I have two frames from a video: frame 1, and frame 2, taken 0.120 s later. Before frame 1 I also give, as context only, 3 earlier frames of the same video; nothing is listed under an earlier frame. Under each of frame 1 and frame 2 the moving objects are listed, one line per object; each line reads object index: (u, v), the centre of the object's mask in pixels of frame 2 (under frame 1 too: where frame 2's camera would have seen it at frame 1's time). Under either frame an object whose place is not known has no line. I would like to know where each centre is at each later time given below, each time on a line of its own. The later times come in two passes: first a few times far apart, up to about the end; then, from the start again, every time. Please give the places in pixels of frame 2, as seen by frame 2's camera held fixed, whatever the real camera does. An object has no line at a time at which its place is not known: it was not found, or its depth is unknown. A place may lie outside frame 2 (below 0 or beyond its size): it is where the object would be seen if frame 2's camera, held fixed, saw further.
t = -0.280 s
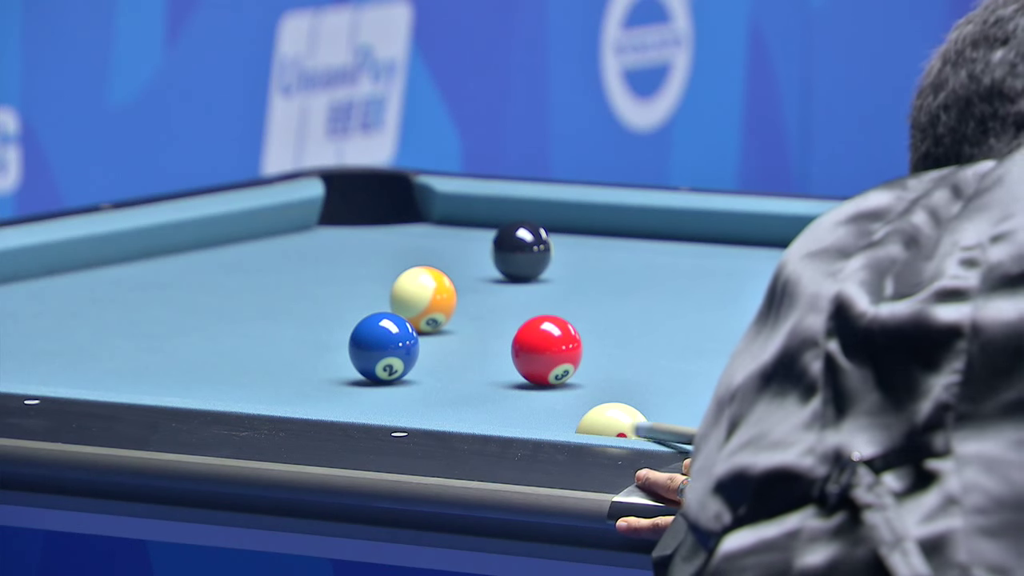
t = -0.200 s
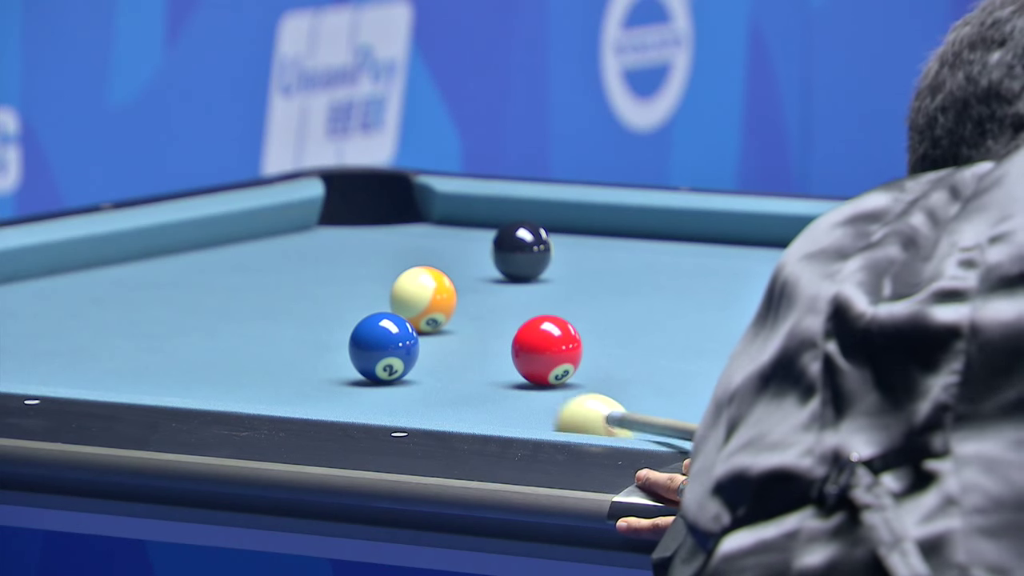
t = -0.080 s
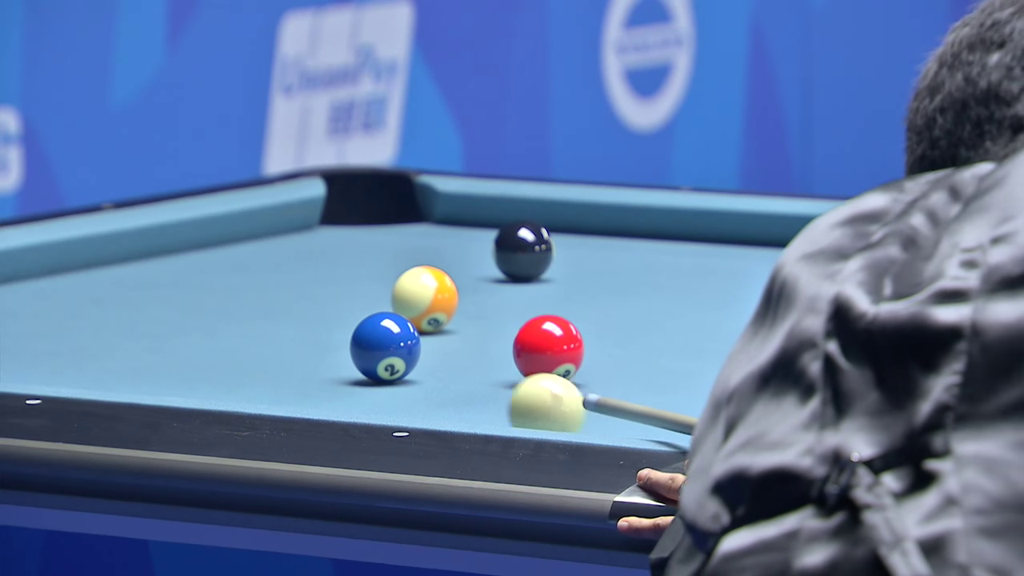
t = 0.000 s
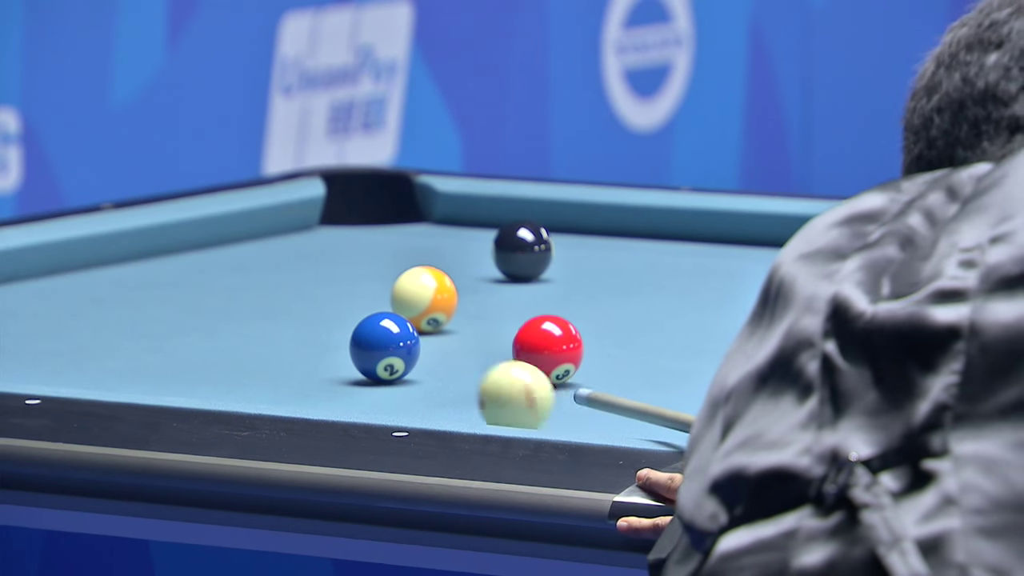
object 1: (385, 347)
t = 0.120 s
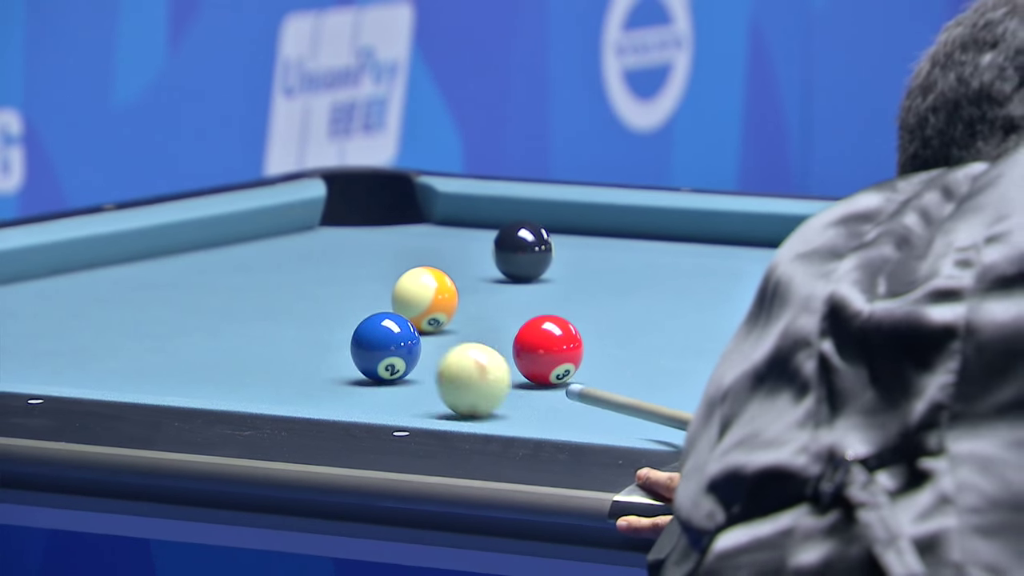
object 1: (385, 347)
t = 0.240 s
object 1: (379, 345)
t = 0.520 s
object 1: (309, 325)
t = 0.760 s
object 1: (248, 309)
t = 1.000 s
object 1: (193, 294)
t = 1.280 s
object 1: (132, 278)
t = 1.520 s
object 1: (85, 265)
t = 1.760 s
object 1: (75, 257)
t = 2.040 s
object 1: (145, 256)
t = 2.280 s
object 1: (198, 255)
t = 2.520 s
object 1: (246, 254)
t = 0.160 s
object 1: (385, 347)
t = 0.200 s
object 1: (383, 346)
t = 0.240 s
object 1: (379, 345)
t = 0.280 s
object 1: (374, 344)
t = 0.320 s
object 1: (368, 342)
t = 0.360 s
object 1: (357, 339)
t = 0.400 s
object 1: (343, 335)
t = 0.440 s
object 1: (331, 332)
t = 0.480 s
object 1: (319, 329)
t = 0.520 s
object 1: (309, 325)
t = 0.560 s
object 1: (299, 323)
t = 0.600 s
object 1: (288, 320)
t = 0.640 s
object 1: (278, 317)
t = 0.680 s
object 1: (268, 314)
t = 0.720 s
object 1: (258, 312)
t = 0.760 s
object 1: (248, 309)
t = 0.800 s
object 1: (239, 306)
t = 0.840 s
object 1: (229, 304)
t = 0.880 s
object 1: (220, 301)
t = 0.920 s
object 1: (211, 299)
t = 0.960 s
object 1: (201, 296)
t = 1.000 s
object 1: (193, 294)
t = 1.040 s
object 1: (184, 291)
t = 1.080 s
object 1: (175, 289)
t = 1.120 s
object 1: (166, 287)
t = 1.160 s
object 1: (158, 285)
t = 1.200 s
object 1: (149, 283)
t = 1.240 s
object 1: (141, 280)
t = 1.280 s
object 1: (132, 278)
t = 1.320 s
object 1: (125, 276)
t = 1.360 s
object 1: (116, 274)
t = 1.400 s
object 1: (108, 272)
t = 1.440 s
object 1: (100, 269)
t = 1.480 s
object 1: (93, 268)
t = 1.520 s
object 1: (85, 265)
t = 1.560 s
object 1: (77, 263)
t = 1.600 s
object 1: (70, 261)
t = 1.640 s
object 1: (63, 259)
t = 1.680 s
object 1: (55, 258)
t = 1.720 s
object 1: (63, 257)
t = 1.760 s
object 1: (75, 257)
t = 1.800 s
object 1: (86, 257)
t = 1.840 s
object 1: (96, 257)
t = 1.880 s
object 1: (106, 256)
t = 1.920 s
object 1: (116, 256)
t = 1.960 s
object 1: (126, 256)
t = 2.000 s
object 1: (135, 256)
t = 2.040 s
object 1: (145, 256)
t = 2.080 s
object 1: (154, 256)
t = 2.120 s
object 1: (163, 255)
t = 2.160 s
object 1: (172, 255)
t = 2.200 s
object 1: (181, 255)
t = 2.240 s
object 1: (190, 255)
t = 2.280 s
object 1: (198, 255)
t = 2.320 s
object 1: (206, 255)
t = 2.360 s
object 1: (215, 255)
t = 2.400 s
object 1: (223, 255)
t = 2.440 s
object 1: (230, 255)
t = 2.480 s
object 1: (238, 255)
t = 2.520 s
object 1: (246, 254)
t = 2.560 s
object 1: (253, 254)
